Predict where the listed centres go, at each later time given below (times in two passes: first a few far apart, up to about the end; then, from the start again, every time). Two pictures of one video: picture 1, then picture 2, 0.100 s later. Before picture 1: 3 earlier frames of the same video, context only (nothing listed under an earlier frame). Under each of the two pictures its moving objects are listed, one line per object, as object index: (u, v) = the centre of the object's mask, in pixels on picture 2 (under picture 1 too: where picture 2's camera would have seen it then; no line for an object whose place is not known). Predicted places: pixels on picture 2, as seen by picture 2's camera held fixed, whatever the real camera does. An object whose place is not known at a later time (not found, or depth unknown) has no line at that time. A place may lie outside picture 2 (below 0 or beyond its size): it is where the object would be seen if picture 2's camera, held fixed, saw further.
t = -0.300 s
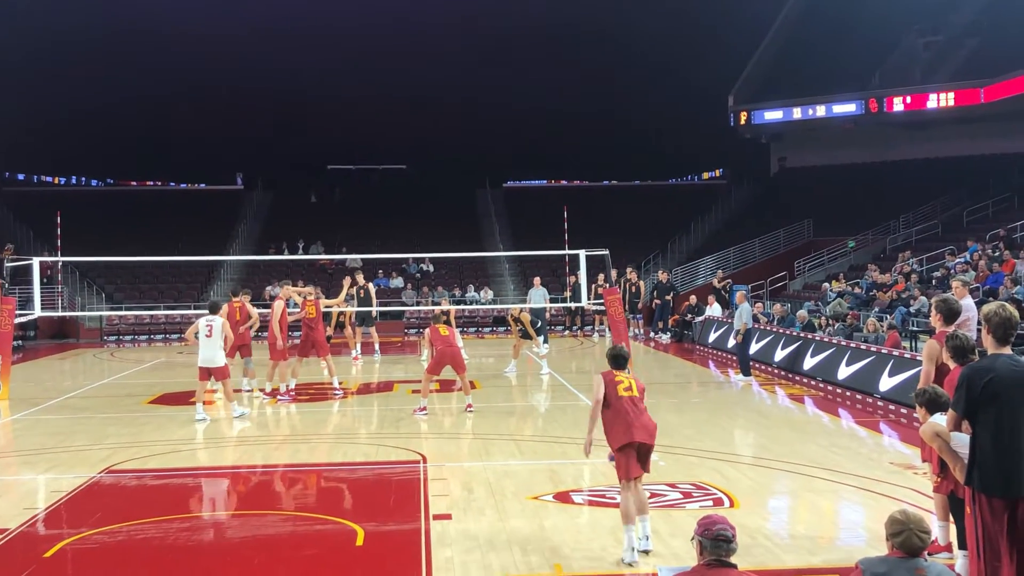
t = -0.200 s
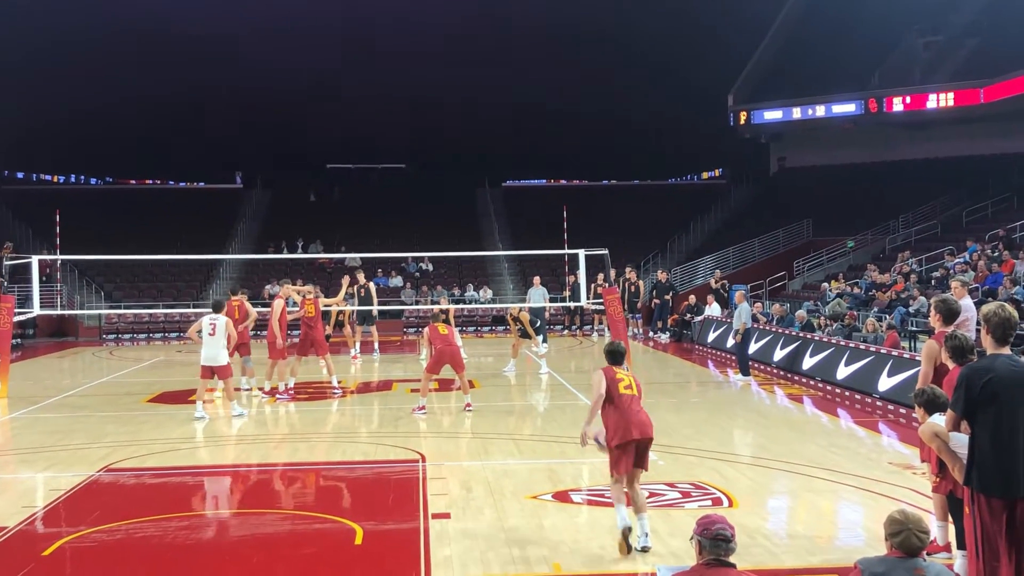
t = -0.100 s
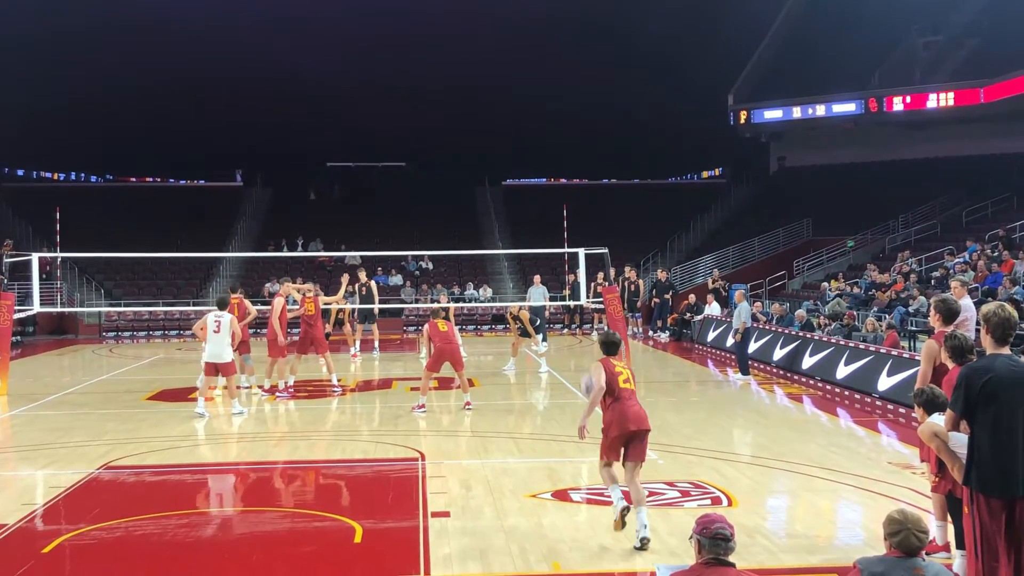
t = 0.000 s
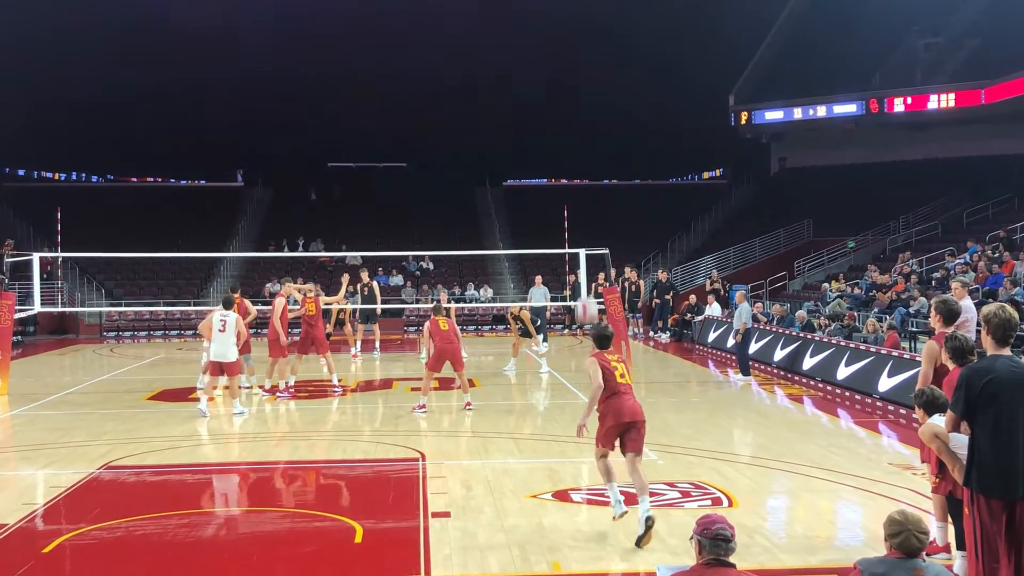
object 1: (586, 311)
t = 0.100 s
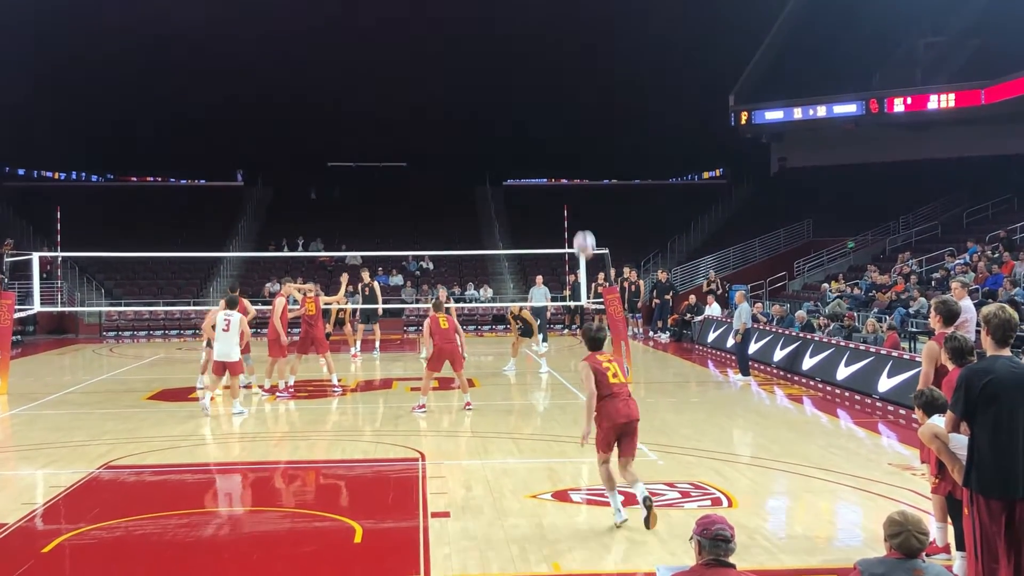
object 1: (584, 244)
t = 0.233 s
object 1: (582, 178)
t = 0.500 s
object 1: (577, 108)
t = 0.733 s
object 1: (574, 107)
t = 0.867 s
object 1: (572, 129)
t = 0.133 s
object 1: (584, 226)
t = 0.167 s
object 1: (583, 209)
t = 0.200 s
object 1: (582, 193)
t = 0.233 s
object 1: (582, 178)
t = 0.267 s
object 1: (581, 165)
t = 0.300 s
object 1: (580, 153)
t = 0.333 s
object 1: (580, 143)
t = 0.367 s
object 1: (579, 133)
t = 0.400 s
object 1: (579, 125)
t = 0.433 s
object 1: (578, 119)
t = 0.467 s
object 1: (578, 113)
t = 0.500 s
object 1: (577, 108)
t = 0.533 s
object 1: (577, 105)
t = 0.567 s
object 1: (576, 103)
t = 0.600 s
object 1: (575, 102)
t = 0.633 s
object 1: (575, 102)
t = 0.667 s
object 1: (574, 102)
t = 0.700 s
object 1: (574, 104)
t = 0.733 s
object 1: (574, 107)
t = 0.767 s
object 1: (573, 111)
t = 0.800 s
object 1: (573, 116)
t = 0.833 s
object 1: (573, 122)
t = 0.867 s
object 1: (572, 129)
